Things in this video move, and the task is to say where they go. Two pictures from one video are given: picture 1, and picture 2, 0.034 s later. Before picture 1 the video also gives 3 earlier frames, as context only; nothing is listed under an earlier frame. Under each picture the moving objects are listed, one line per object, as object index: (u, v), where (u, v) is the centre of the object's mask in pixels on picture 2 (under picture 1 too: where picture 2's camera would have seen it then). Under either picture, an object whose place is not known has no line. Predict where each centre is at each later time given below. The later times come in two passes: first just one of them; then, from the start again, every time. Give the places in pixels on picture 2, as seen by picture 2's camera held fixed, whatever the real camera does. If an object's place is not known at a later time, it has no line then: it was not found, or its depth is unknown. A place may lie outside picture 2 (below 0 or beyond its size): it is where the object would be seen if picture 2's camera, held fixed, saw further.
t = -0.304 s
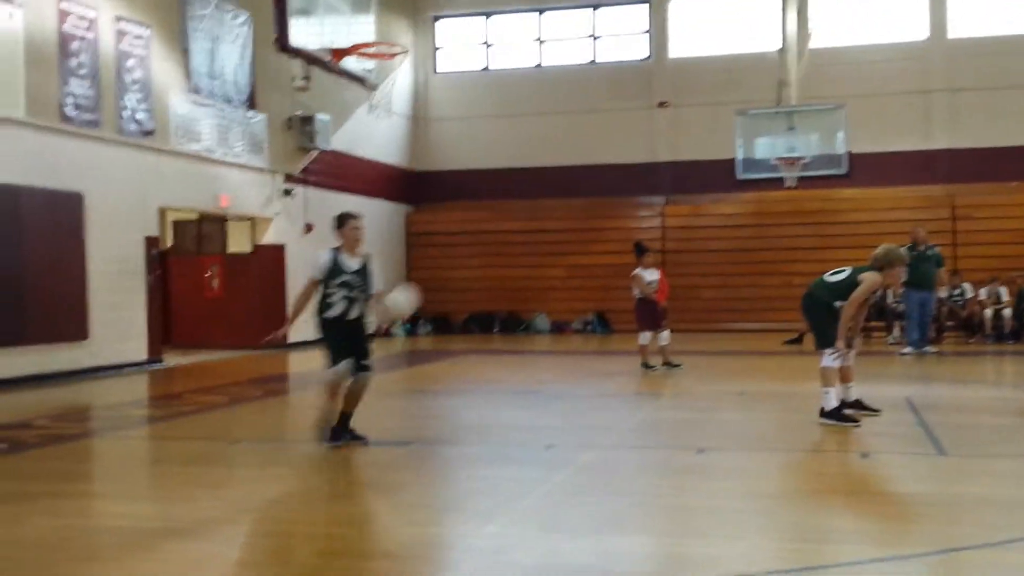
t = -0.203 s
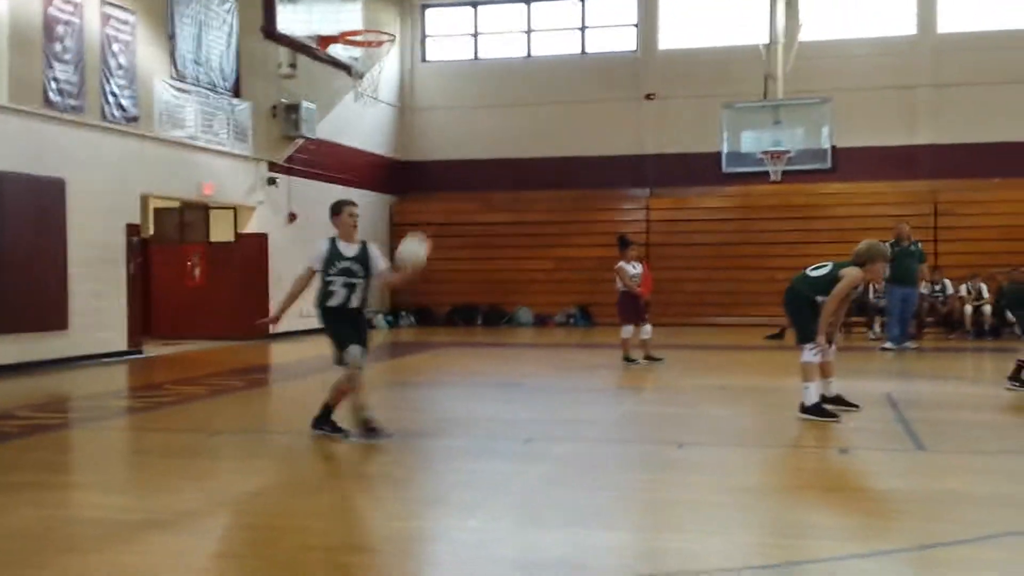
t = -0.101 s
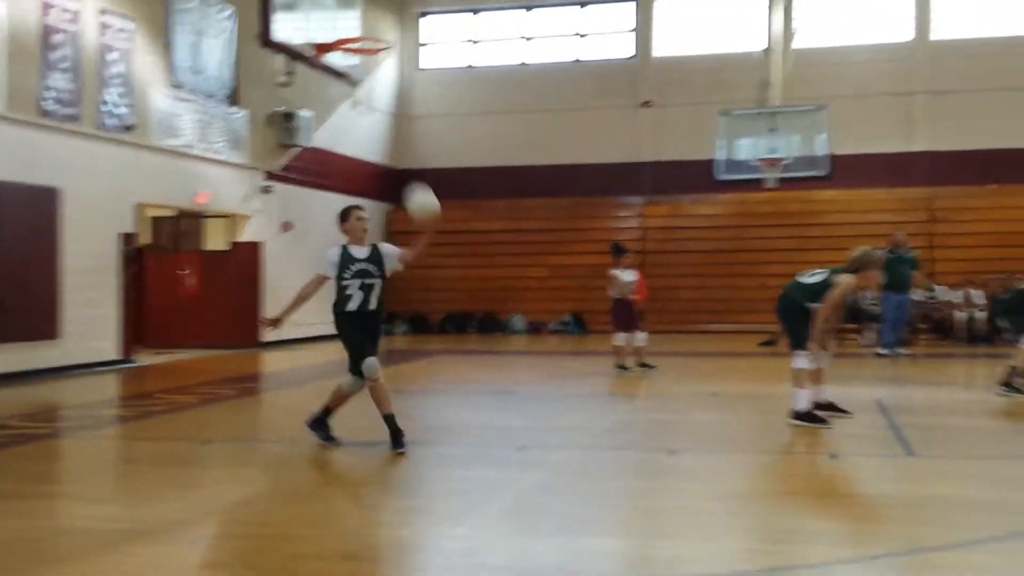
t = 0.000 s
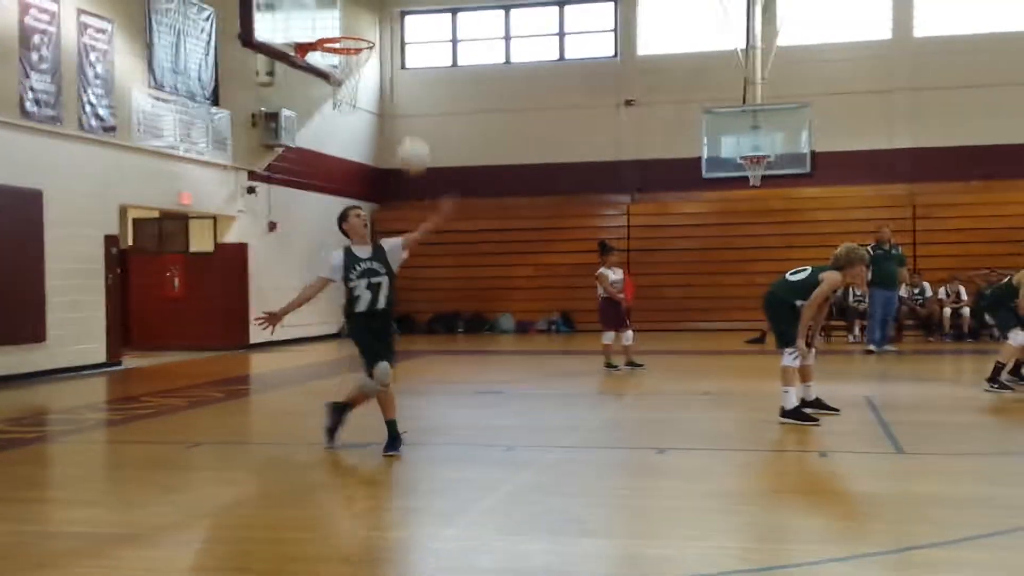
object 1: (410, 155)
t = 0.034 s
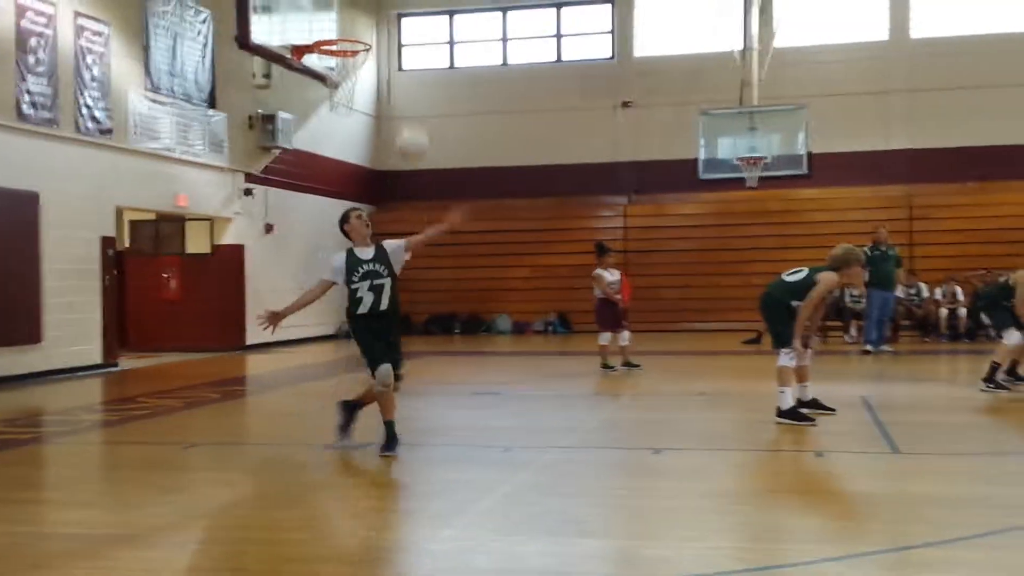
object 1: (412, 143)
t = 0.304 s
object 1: (431, 104)
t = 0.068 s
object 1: (414, 134)
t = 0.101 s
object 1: (417, 124)
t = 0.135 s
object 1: (419, 116)
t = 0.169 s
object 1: (422, 110)
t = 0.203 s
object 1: (424, 106)
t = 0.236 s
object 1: (427, 104)
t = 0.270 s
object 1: (428, 103)
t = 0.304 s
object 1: (431, 104)
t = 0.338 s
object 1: (433, 106)
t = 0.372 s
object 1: (436, 110)
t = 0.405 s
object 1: (438, 116)
